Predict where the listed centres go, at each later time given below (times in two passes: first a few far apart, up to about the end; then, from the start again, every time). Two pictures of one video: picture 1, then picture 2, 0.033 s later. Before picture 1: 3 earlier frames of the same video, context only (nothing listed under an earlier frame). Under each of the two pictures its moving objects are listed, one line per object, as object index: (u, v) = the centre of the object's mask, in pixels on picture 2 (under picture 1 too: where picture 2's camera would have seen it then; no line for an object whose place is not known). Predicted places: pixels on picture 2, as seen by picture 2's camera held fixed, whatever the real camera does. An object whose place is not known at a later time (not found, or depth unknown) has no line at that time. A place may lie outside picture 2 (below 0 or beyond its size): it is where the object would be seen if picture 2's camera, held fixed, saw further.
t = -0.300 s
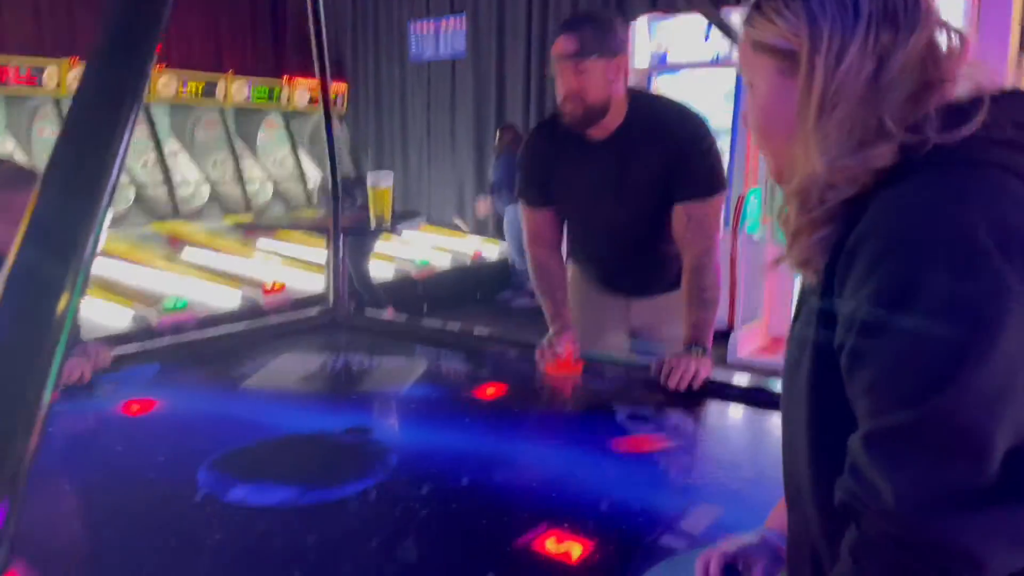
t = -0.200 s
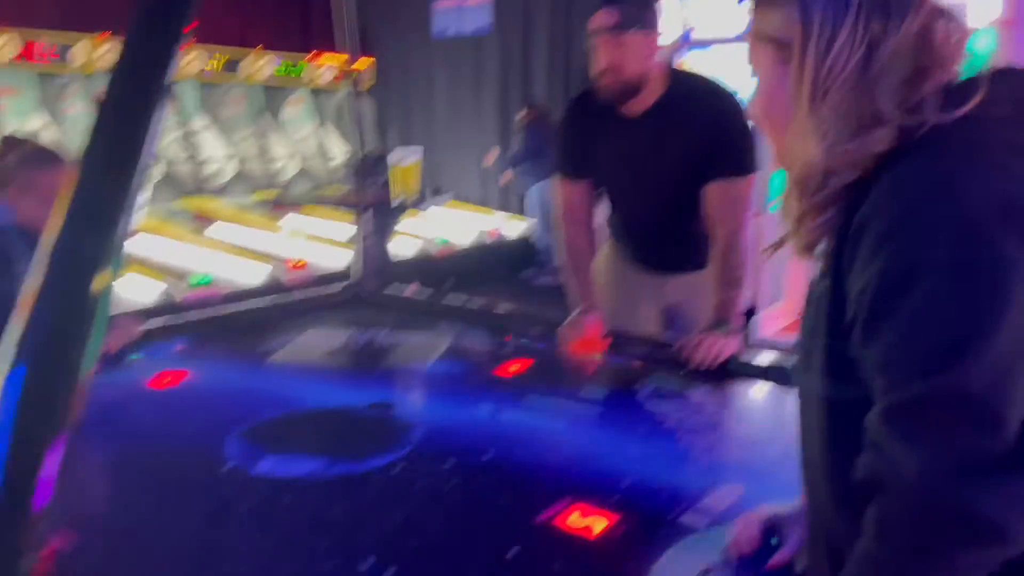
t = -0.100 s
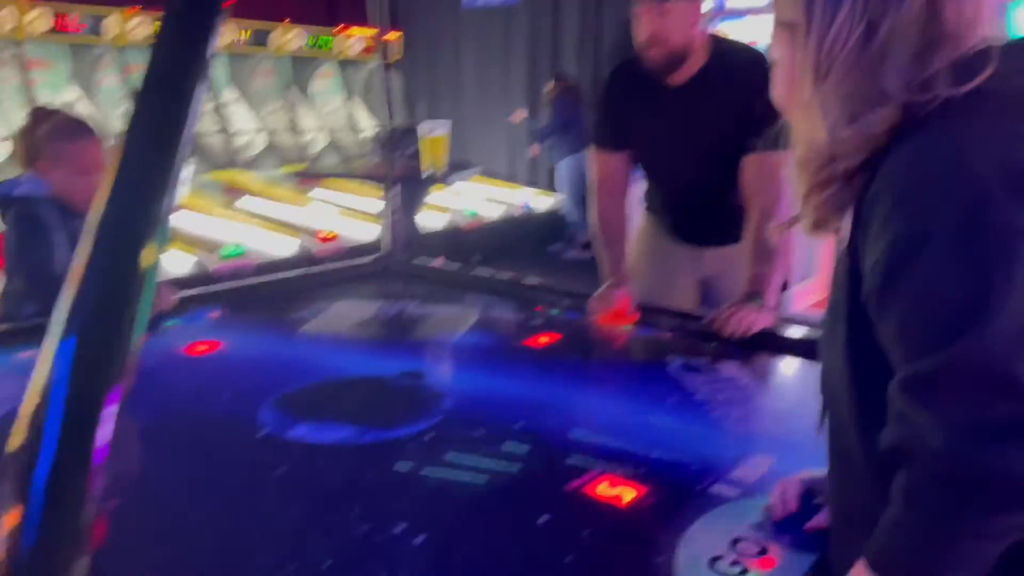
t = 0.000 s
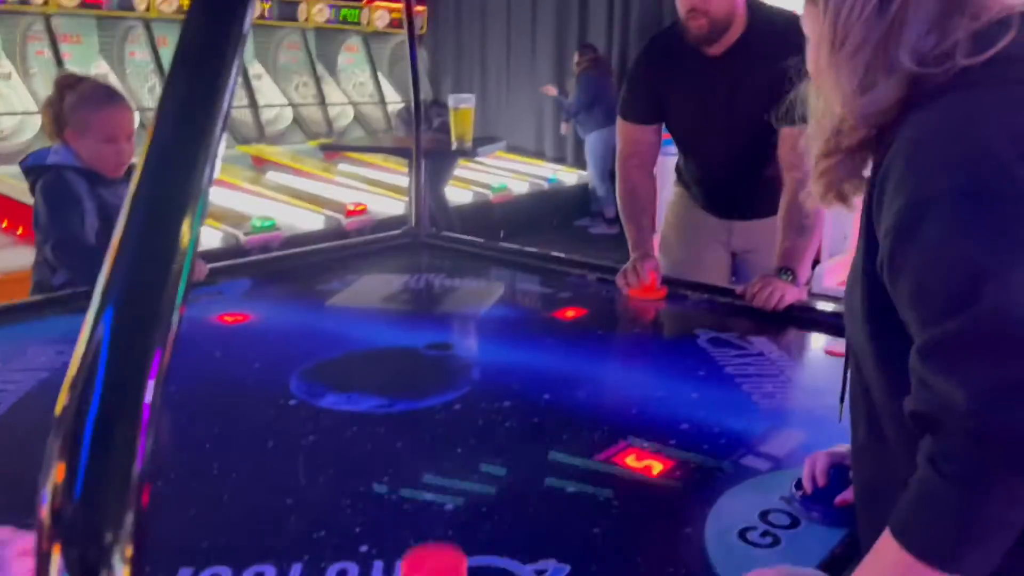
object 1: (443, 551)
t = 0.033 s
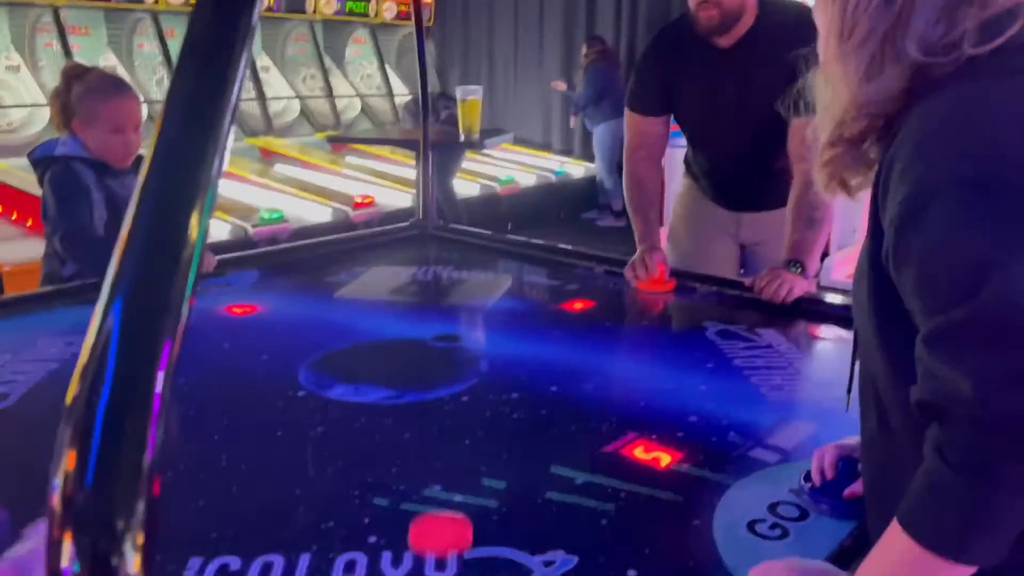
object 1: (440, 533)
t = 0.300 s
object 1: (436, 399)
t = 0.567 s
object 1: (434, 325)
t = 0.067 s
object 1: (440, 512)
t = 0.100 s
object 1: (439, 490)
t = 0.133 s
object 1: (439, 471)
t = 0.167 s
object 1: (438, 456)
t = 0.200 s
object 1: (438, 440)
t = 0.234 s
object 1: (437, 425)
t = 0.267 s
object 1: (437, 412)
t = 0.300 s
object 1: (436, 399)
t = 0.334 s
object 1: (436, 388)
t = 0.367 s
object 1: (435, 377)
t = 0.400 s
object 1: (434, 367)
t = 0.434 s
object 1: (434, 358)
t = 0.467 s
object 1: (434, 349)
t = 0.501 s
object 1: (434, 341)
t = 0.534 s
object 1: (434, 333)
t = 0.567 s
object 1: (434, 325)
